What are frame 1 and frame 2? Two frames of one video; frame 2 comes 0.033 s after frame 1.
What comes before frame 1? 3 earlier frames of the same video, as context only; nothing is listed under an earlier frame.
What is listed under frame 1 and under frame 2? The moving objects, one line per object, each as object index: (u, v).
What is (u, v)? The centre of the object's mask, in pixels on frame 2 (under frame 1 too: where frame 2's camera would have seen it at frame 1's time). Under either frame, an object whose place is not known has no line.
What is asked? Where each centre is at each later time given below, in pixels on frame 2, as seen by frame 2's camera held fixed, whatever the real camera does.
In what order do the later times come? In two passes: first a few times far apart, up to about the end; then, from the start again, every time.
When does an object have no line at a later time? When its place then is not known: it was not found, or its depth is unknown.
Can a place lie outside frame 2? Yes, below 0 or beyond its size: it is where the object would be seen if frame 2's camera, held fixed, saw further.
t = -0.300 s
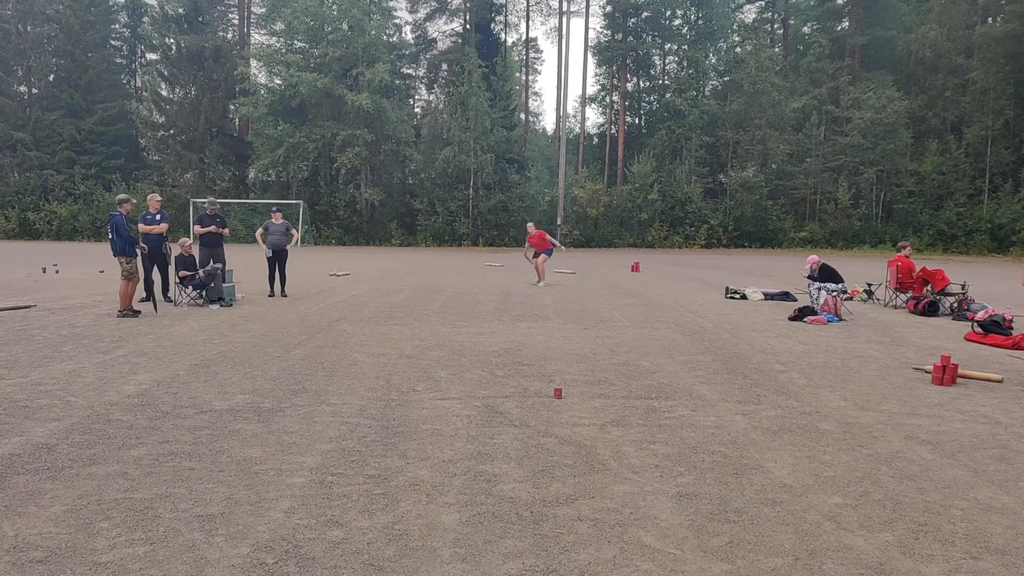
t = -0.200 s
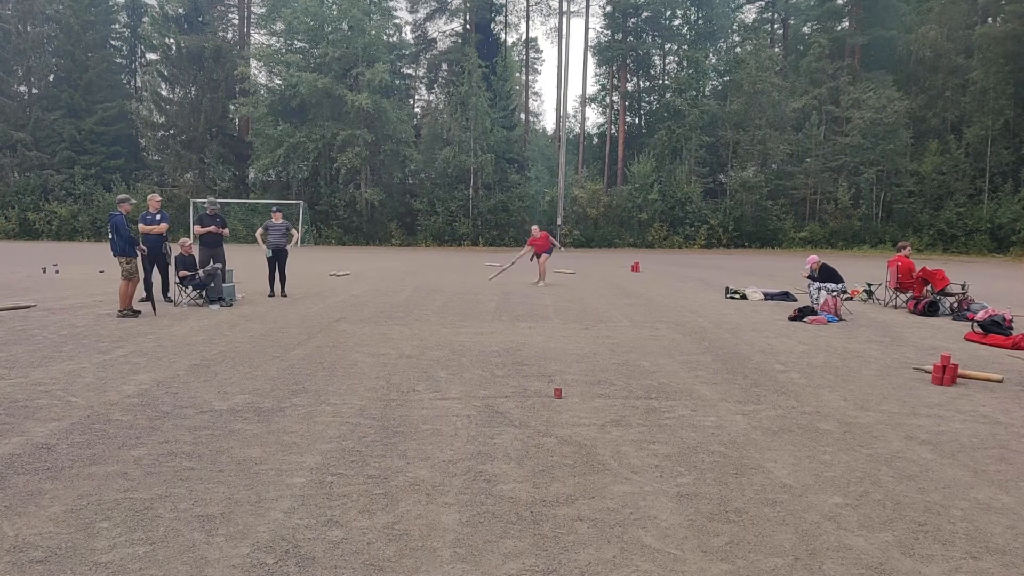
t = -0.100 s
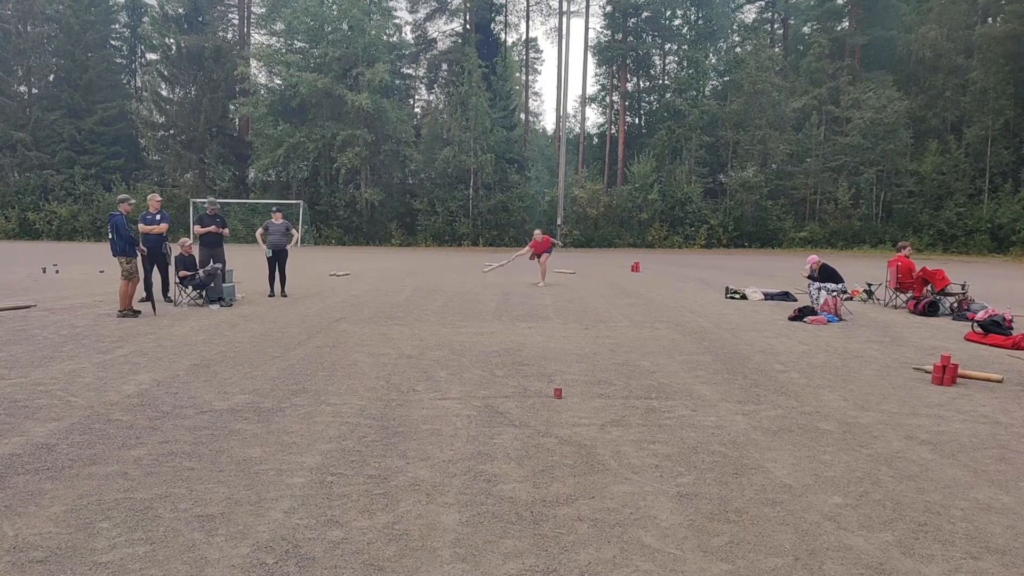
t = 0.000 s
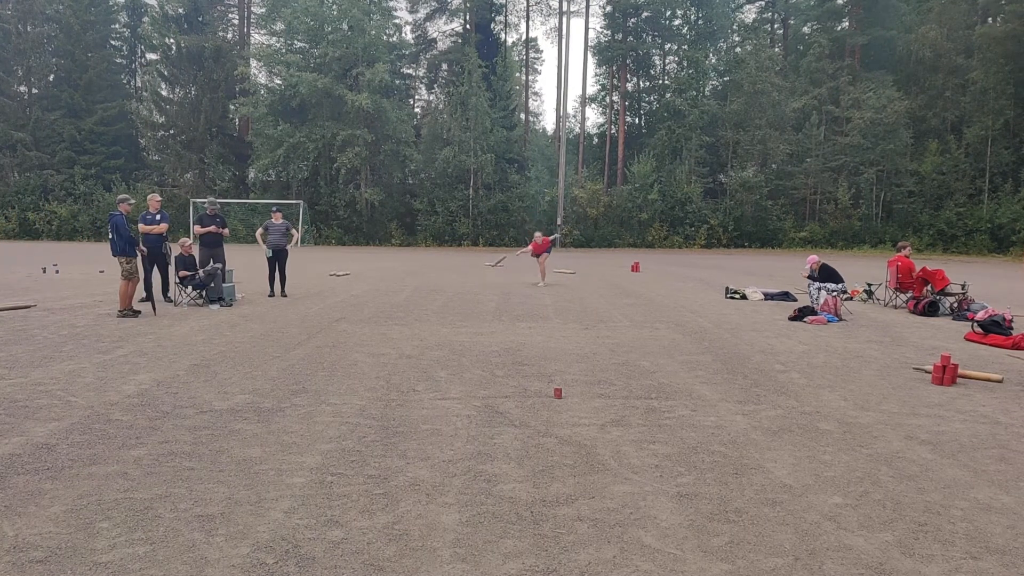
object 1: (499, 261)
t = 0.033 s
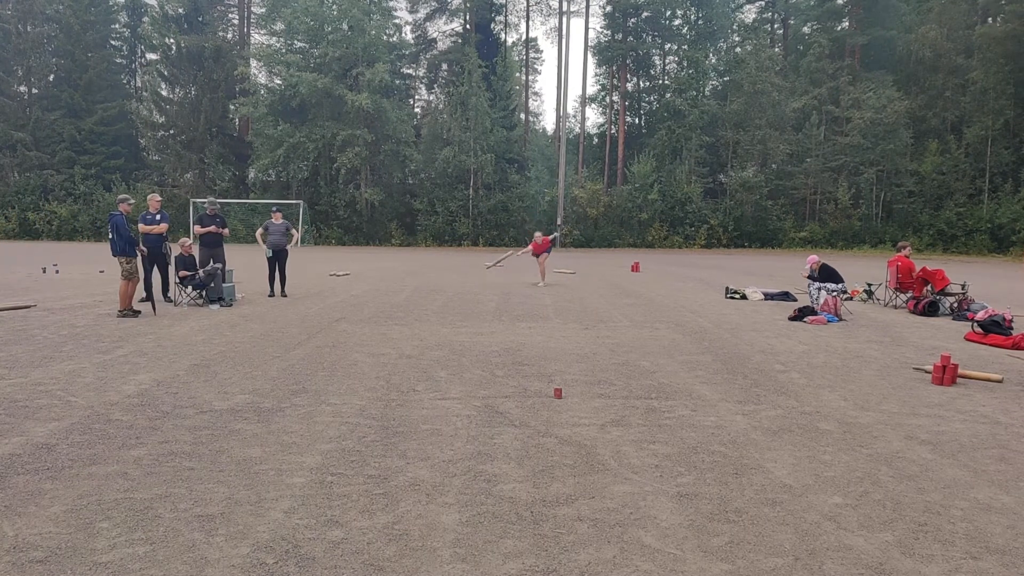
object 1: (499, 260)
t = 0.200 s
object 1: (507, 263)
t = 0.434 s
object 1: (517, 301)
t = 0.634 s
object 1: (532, 338)
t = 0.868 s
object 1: (553, 363)
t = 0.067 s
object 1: (501, 259)
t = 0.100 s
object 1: (502, 259)
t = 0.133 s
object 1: (502, 260)
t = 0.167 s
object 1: (505, 261)
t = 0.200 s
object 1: (507, 263)
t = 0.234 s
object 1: (508, 266)
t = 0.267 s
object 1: (509, 270)
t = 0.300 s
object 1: (511, 274)
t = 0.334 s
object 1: (512, 279)
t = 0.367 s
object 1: (513, 286)
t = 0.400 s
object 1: (515, 293)
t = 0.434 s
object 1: (517, 301)
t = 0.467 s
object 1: (519, 310)
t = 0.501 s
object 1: (521, 322)
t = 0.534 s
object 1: (523, 330)
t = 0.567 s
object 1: (526, 333)
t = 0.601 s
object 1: (529, 336)
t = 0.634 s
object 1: (532, 338)
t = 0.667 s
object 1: (535, 342)
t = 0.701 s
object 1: (538, 346)
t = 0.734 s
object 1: (541, 349)
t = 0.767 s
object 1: (544, 352)
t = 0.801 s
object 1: (547, 356)
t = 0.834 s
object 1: (550, 360)
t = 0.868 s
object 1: (553, 363)
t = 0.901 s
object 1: (556, 368)
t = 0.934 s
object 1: (562, 371)
